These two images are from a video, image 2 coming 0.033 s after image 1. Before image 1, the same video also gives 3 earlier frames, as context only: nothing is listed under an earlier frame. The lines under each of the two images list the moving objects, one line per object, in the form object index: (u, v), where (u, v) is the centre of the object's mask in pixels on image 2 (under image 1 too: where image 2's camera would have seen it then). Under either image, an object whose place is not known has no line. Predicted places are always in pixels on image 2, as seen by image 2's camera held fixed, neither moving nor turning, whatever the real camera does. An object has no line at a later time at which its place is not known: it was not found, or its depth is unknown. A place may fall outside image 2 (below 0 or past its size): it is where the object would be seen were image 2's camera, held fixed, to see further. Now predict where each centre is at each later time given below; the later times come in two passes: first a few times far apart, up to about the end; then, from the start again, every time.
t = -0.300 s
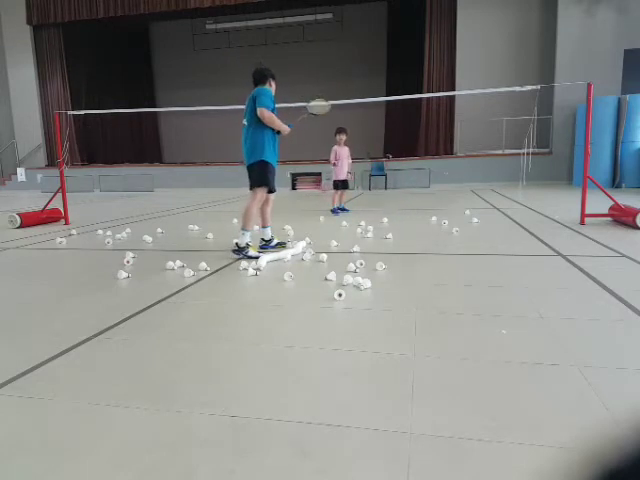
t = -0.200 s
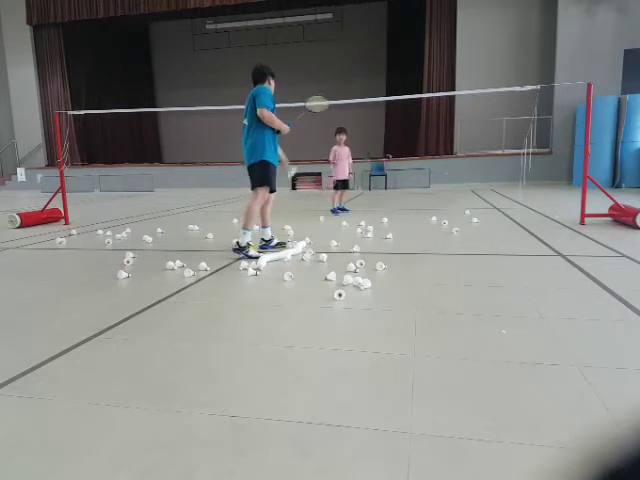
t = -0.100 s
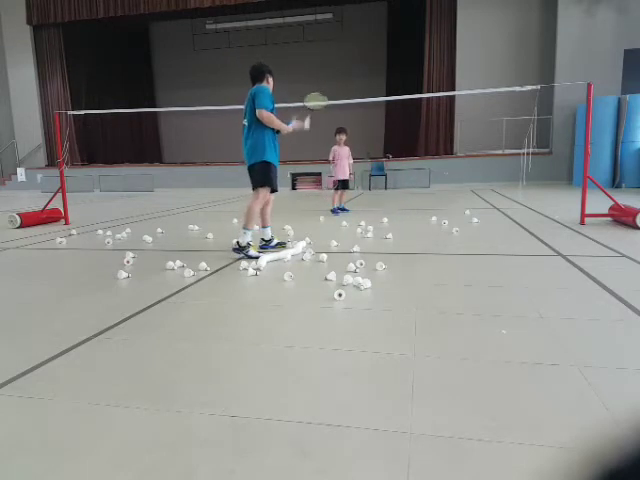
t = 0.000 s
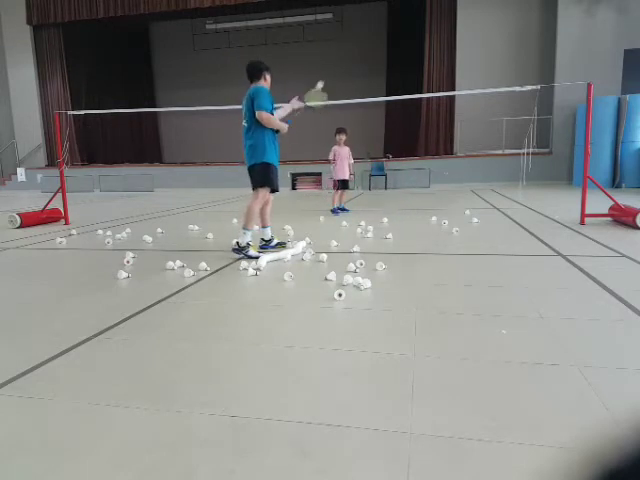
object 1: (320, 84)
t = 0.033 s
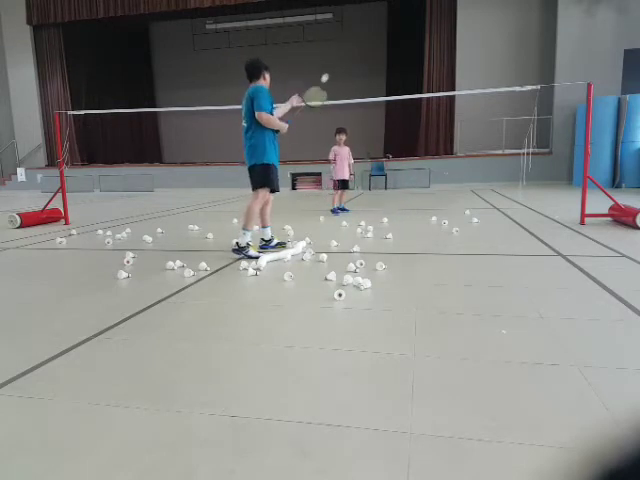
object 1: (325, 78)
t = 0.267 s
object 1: (349, 56)
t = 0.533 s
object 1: (371, 84)
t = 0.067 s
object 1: (330, 72)
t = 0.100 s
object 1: (334, 66)
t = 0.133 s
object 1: (338, 63)
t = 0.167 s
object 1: (341, 60)
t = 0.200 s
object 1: (343, 58)
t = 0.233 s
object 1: (346, 56)
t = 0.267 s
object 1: (349, 56)
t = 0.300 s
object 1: (352, 56)
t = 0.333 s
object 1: (355, 58)
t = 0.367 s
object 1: (358, 60)
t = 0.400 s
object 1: (360, 63)
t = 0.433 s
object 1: (363, 67)
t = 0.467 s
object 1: (366, 72)
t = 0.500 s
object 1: (369, 77)
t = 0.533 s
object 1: (371, 84)
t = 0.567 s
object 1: (373, 90)
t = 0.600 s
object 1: (376, 97)
